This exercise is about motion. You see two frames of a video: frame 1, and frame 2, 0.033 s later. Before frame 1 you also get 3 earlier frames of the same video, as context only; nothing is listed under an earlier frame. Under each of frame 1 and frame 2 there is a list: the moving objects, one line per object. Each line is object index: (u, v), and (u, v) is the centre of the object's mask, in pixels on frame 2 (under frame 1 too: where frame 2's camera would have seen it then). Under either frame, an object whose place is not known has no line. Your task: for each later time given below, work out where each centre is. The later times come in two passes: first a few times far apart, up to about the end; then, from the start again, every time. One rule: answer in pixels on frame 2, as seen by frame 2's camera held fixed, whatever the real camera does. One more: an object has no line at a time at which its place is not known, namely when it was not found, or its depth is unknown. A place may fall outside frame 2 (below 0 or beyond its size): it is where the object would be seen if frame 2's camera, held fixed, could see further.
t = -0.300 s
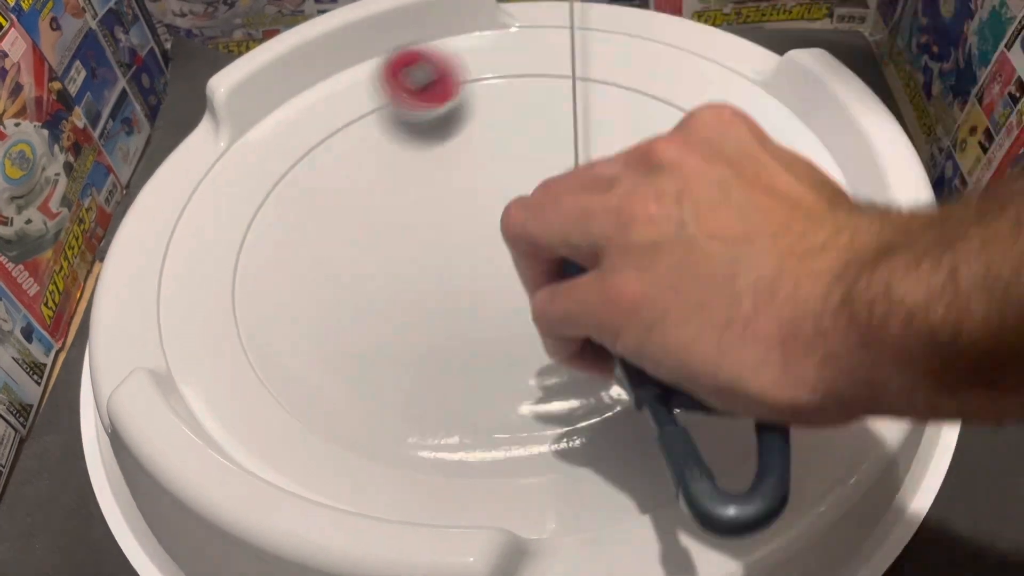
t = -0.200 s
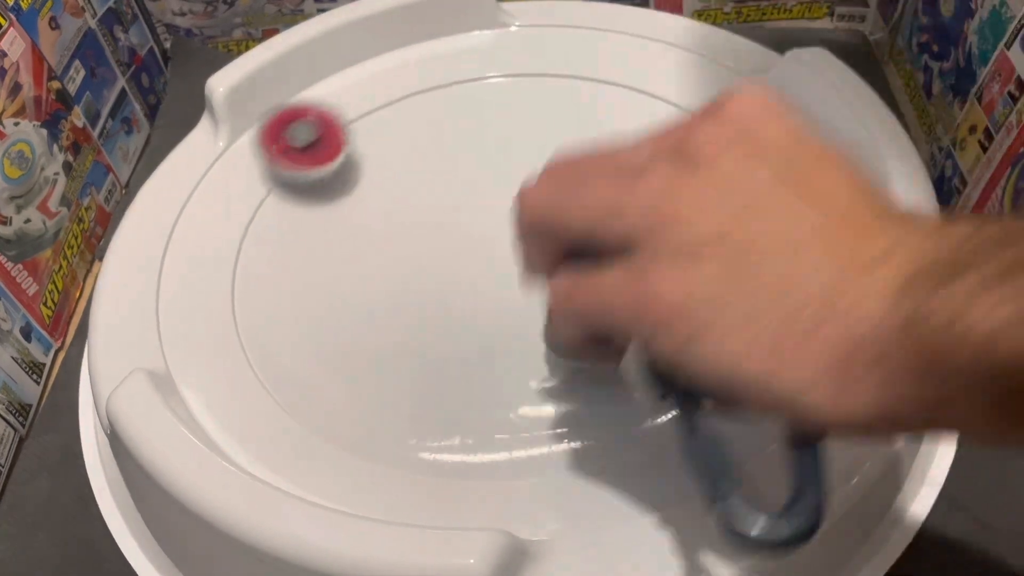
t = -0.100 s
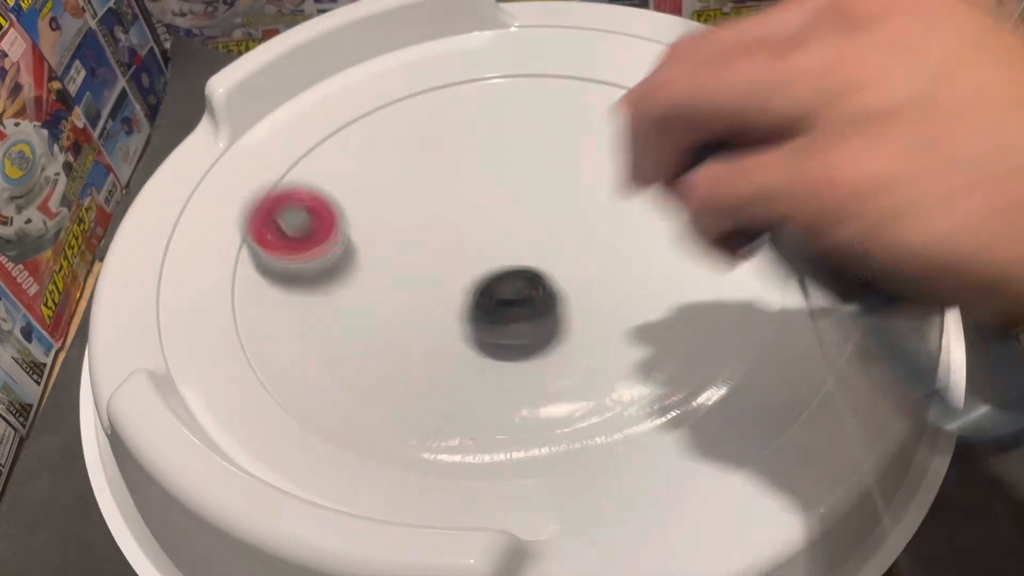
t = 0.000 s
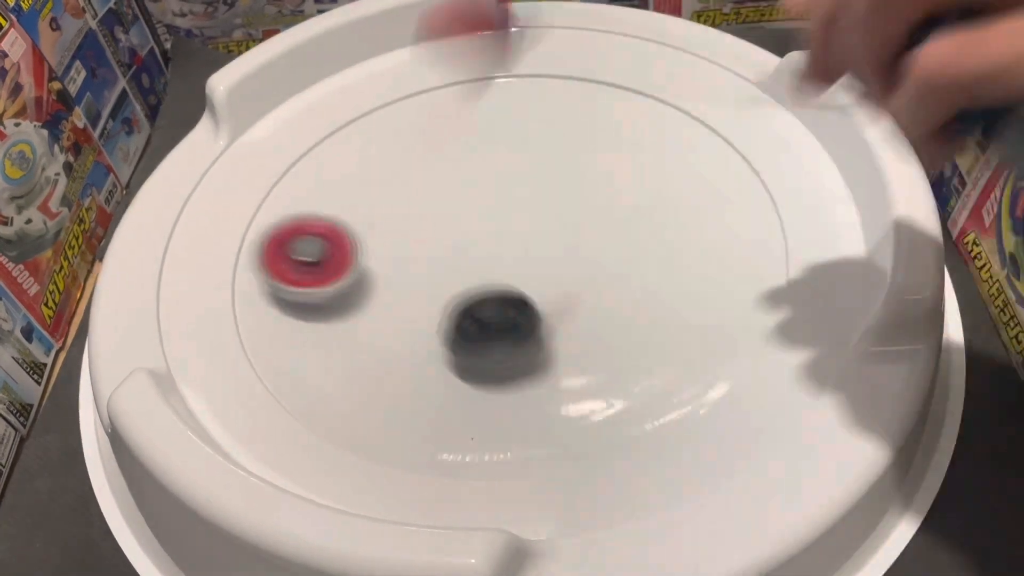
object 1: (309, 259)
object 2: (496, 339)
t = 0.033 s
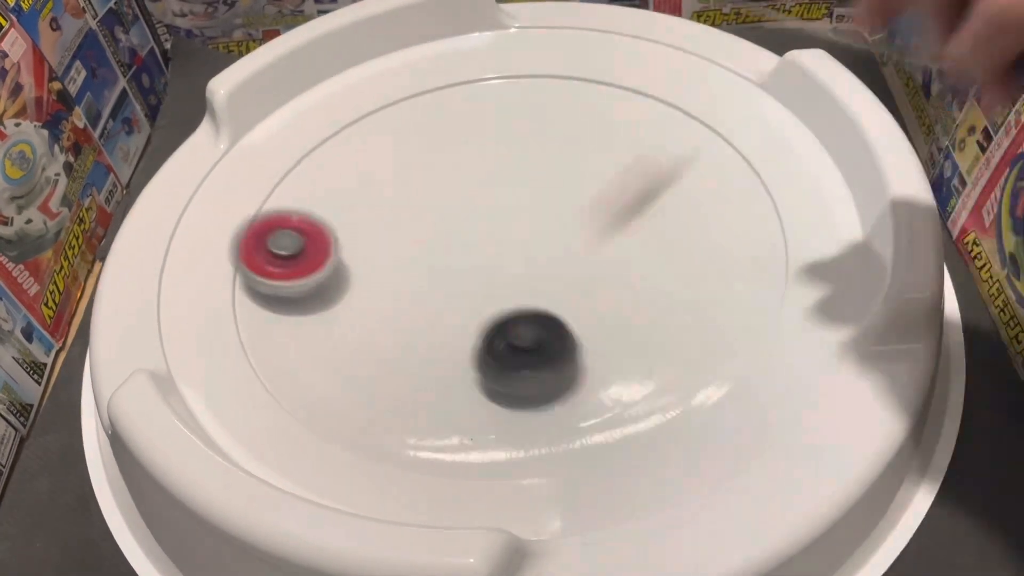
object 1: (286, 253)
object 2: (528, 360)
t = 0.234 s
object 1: (395, 269)
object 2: (612, 301)
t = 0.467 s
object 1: (293, 152)
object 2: (685, 187)
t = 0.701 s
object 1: (323, 245)
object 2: (366, 177)
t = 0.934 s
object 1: (659, 401)
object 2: (416, 80)
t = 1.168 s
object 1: (705, 122)
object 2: (334, 220)
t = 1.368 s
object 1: (435, 85)
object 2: (502, 382)
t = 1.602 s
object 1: (356, 263)
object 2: (706, 138)
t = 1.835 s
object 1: (633, 312)
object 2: (354, 136)
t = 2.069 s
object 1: (695, 133)
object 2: (413, 418)
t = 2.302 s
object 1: (469, 170)
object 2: (766, 231)
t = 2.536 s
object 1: (467, 372)
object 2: (465, 108)
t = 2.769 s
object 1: (734, 352)
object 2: (308, 368)
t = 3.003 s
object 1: (638, 196)
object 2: (725, 371)
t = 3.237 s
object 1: (379, 254)
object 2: (622, 124)
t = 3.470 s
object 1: (346, 437)
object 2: (295, 233)
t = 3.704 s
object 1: (606, 372)
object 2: (468, 485)
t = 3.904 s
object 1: (547, 210)
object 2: (751, 285)
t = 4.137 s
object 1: (318, 185)
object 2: (500, 126)
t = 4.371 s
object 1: (294, 343)
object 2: (231, 269)
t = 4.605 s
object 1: (709, 390)
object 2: (368, 395)
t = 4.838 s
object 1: (726, 151)
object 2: (594, 250)
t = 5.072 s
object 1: (509, 112)
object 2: (407, 113)
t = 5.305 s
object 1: (382, 245)
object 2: (228, 303)
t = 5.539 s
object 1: (536, 348)
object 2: (516, 460)
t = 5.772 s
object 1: (661, 227)
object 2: (748, 282)
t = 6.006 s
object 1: (462, 202)
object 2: (579, 160)
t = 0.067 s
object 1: (279, 249)
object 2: (552, 371)
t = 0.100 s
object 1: (284, 251)
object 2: (574, 372)
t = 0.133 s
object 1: (301, 256)
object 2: (595, 364)
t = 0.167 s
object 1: (324, 264)
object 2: (611, 348)
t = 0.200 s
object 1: (358, 271)
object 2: (617, 326)
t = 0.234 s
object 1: (395, 269)
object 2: (612, 301)
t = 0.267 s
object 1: (432, 259)
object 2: (594, 276)
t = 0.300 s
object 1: (461, 243)
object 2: (569, 256)
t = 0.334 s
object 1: (416, 211)
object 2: (611, 240)
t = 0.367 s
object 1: (373, 180)
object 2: (654, 227)
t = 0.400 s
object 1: (337, 157)
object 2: (679, 214)
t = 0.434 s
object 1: (301, 140)
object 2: (690, 201)
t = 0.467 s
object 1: (293, 152)
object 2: (685, 187)
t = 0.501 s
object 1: (291, 182)
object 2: (667, 174)
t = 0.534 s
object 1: (286, 200)
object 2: (635, 162)
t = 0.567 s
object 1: (281, 209)
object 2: (593, 154)
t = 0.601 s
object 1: (281, 222)
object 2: (538, 149)
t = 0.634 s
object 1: (287, 230)
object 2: (481, 153)
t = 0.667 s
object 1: (300, 236)
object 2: (422, 162)
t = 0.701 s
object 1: (323, 245)
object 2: (366, 177)
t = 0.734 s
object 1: (331, 307)
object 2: (329, 143)
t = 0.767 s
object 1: (339, 386)
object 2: (315, 75)
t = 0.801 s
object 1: (374, 443)
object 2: (332, 50)
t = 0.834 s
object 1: (430, 472)
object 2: (355, 41)
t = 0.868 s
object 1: (515, 464)
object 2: (382, 49)
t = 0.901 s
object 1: (607, 440)
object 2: (410, 77)
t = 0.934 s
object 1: (659, 401)
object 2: (416, 80)
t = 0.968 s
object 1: (698, 359)
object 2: (422, 100)
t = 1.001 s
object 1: (725, 315)
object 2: (422, 122)
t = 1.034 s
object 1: (743, 272)
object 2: (412, 137)
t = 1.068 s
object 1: (752, 232)
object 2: (397, 153)
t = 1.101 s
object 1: (753, 189)
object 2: (376, 170)
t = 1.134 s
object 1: (739, 151)
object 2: (354, 192)
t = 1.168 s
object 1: (705, 122)
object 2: (334, 220)
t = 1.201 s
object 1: (660, 104)
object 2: (324, 256)
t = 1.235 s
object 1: (617, 88)
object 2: (330, 294)
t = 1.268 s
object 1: (574, 77)
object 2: (352, 329)
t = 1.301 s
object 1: (527, 75)
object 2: (388, 358)
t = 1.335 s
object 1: (481, 76)
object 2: (441, 377)
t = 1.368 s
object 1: (435, 85)
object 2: (502, 382)
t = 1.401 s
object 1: (399, 97)
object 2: (563, 372)
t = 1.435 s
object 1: (369, 115)
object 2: (620, 348)
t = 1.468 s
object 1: (348, 138)
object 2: (669, 310)
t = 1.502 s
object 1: (337, 168)
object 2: (700, 269)
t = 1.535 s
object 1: (335, 198)
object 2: (718, 222)
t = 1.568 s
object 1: (341, 232)
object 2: (722, 176)
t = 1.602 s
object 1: (356, 263)
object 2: (706, 138)
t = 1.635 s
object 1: (381, 291)
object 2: (653, 115)
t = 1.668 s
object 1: (415, 314)
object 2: (606, 98)
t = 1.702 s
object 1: (456, 329)
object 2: (555, 88)
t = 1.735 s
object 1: (501, 337)
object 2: (501, 87)
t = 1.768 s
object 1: (547, 336)
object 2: (446, 95)
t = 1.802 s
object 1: (591, 328)
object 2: (397, 111)
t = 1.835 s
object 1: (633, 312)
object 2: (354, 136)
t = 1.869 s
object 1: (670, 291)
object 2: (319, 169)
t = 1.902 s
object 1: (698, 265)
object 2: (296, 209)
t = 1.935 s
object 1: (719, 234)
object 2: (285, 251)
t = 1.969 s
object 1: (733, 205)
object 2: (289, 297)
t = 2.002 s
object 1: (737, 177)
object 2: (312, 345)
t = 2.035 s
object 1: (727, 151)
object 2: (355, 386)
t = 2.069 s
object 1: (695, 133)
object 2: (413, 418)
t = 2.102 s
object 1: (664, 117)
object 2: (486, 435)
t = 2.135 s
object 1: (632, 109)
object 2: (567, 435)
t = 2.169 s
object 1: (596, 109)
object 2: (642, 418)
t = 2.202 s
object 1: (562, 117)
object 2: (708, 388)
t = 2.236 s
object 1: (528, 131)
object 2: (753, 341)
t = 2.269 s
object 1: (497, 149)
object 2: (766, 286)
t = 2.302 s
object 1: (469, 170)
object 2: (766, 231)
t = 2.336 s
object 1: (447, 196)
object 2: (740, 185)
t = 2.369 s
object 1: (430, 227)
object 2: (711, 146)
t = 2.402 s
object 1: (420, 258)
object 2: (663, 121)
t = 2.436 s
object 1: (419, 291)
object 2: (613, 104)
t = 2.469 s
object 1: (427, 321)
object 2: (563, 97)
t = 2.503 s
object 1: (443, 349)
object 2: (513, 99)
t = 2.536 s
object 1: (467, 372)
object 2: (465, 108)
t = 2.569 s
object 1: (500, 390)
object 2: (420, 125)
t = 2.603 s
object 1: (540, 402)
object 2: (379, 151)
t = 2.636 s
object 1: (583, 405)
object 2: (343, 183)
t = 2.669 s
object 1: (626, 403)
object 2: (314, 222)
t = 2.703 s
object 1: (669, 393)
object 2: (296, 267)
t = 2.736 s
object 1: (706, 375)
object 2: (293, 318)
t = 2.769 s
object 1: (734, 352)
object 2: (308, 368)
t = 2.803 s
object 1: (752, 323)
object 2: (337, 412)
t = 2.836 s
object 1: (757, 292)
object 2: (381, 449)
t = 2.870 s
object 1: (752, 263)
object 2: (446, 478)
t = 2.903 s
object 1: (734, 238)
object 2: (526, 484)
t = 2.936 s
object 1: (707, 219)
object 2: (610, 457)
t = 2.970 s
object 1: (674, 204)
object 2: (683, 421)
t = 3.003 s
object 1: (638, 196)
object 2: (725, 371)
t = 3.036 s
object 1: (599, 191)
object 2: (756, 322)
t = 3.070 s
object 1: (558, 191)
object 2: (772, 276)
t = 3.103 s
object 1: (519, 196)
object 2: (764, 229)
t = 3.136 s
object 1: (480, 204)
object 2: (741, 187)
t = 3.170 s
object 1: (443, 217)
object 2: (709, 155)
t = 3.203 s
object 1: (409, 234)
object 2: (668, 136)
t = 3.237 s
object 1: (379, 254)
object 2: (622, 124)
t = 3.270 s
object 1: (353, 275)
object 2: (574, 120)
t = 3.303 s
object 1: (332, 301)
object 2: (523, 124)
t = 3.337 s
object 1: (318, 329)
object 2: (471, 132)
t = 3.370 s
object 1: (312, 358)
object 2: (421, 148)
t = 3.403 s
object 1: (314, 386)
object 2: (375, 170)
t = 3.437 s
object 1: (324, 414)
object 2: (331, 198)
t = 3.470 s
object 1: (346, 437)
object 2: (295, 233)
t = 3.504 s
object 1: (381, 453)
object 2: (267, 274)
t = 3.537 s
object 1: (424, 462)
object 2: (251, 317)
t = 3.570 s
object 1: (474, 459)
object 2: (253, 361)
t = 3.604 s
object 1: (517, 447)
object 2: (271, 405)
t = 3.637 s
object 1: (557, 427)
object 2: (319, 445)
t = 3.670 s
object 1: (586, 400)
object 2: (388, 472)
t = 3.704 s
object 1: (606, 372)
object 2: (468, 485)
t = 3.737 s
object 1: (618, 341)
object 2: (554, 475)
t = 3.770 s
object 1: (618, 309)
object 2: (630, 454)
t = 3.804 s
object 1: (610, 279)
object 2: (687, 416)
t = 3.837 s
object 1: (595, 253)
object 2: (727, 371)
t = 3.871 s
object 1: (573, 229)
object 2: (748, 327)
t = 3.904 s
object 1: (547, 210)
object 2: (751, 285)
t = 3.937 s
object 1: (518, 194)
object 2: (740, 244)
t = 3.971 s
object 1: (486, 181)
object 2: (716, 208)
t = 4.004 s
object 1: (452, 173)
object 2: (684, 177)
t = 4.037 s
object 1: (419, 169)
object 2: (645, 155)
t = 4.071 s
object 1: (384, 170)
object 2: (600, 139)
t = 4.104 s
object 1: (349, 176)
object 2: (550, 130)
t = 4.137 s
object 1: (318, 185)
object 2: (500, 126)
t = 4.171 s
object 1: (290, 199)
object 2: (448, 128)
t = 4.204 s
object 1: (266, 214)
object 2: (399, 137)
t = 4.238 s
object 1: (249, 236)
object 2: (351, 150)
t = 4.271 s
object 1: (242, 263)
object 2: (306, 170)
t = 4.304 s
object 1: (246, 290)
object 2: (266, 195)
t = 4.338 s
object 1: (263, 315)
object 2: (248, 232)
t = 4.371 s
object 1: (294, 343)
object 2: (231, 269)
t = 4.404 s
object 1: (349, 397)
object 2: (221, 267)
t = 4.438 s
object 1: (411, 439)
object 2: (245, 295)
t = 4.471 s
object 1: (478, 461)
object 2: (263, 317)
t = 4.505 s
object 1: (546, 468)
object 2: (279, 338)
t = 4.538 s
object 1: (609, 455)
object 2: (298, 361)
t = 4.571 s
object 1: (663, 429)
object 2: (328, 382)
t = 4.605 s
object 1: (709, 390)
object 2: (368, 395)
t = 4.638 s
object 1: (740, 352)
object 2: (417, 398)
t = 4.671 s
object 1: (764, 312)
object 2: (467, 390)
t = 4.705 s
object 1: (770, 272)
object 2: (514, 373)
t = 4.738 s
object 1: (771, 237)
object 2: (551, 347)
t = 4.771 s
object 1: (760, 204)
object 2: (576, 316)
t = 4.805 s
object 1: (744, 175)
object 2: (590, 284)
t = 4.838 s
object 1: (726, 151)
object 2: (594, 250)
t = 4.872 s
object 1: (703, 131)
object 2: (587, 217)
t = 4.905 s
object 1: (675, 116)
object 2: (571, 186)
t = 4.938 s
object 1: (644, 106)
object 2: (547, 160)
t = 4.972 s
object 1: (610, 101)
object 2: (516, 139)
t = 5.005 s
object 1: (576, 101)
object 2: (482, 124)
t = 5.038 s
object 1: (542, 104)
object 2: (444, 115)
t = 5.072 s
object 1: (509, 112)
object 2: (407, 113)
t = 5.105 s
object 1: (475, 123)
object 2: (371, 117)
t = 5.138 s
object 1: (444, 137)
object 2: (336, 143)
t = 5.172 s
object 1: (414, 156)
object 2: (306, 173)
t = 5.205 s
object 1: (389, 174)
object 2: (286, 201)
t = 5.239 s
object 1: (370, 199)
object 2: (273, 232)
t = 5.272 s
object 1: (377, 220)
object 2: (243, 267)
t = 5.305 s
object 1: (382, 245)
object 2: (228, 303)
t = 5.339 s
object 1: (387, 271)
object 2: (232, 340)
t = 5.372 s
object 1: (398, 296)
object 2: (256, 376)
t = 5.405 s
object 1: (415, 321)
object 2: (297, 408)
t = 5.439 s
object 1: (437, 339)
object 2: (349, 429)
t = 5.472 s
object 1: (466, 351)
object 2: (409, 440)
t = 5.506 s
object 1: (500, 355)
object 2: (467, 448)
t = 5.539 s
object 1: (536, 348)
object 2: (516, 460)
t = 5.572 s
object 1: (571, 334)
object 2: (563, 474)
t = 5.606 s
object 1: (602, 320)
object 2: (613, 447)
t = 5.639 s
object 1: (628, 306)
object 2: (657, 417)
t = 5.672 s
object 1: (648, 290)
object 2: (696, 385)
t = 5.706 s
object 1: (661, 268)
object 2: (727, 351)
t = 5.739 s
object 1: (665, 247)
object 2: (744, 317)
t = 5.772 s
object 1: (661, 227)
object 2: (748, 282)
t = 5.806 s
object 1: (649, 210)
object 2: (740, 251)
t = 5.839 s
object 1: (628, 197)
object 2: (724, 225)
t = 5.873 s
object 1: (600, 187)
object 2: (703, 204)
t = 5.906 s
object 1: (571, 184)
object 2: (672, 186)
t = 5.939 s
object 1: (541, 186)
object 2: (637, 174)
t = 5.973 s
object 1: (498, 192)
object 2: (611, 163)
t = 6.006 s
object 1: (462, 202)
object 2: (579, 160)
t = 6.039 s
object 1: (433, 214)
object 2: (542, 162)
